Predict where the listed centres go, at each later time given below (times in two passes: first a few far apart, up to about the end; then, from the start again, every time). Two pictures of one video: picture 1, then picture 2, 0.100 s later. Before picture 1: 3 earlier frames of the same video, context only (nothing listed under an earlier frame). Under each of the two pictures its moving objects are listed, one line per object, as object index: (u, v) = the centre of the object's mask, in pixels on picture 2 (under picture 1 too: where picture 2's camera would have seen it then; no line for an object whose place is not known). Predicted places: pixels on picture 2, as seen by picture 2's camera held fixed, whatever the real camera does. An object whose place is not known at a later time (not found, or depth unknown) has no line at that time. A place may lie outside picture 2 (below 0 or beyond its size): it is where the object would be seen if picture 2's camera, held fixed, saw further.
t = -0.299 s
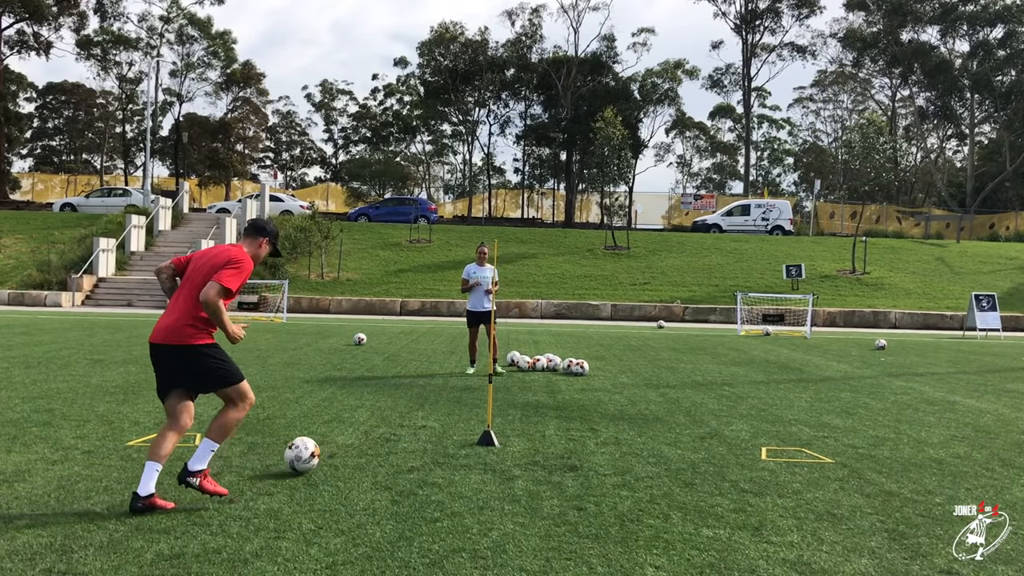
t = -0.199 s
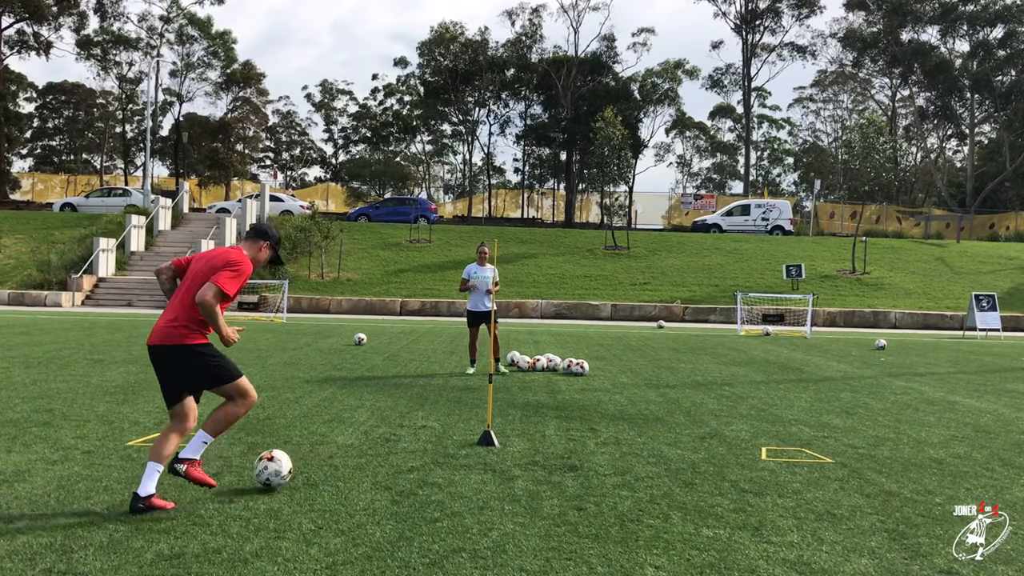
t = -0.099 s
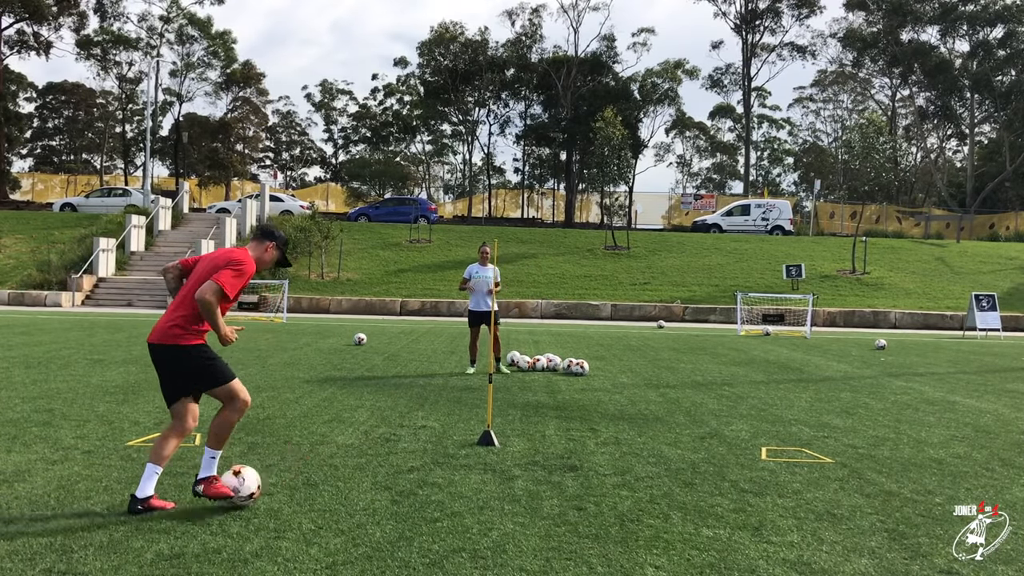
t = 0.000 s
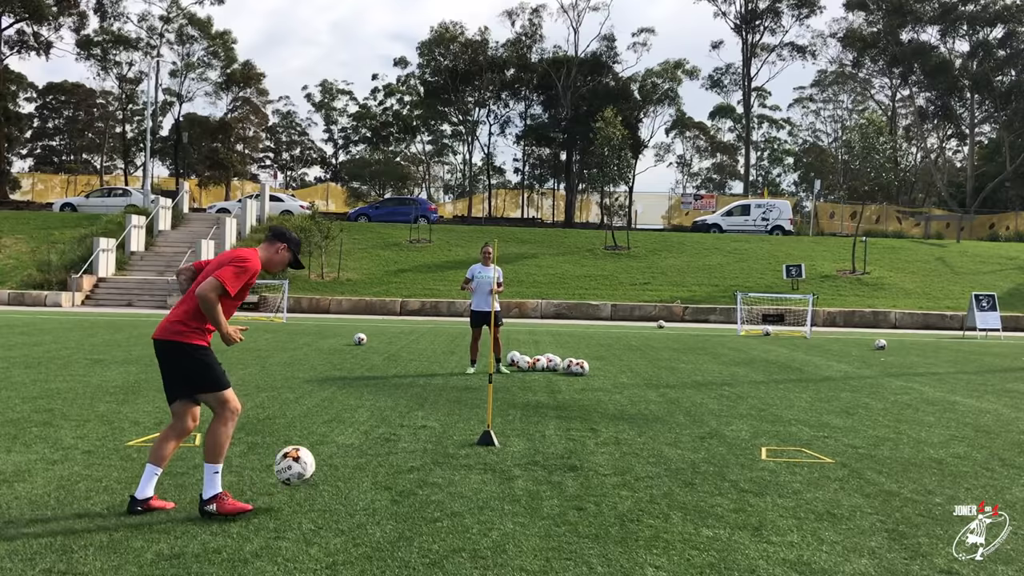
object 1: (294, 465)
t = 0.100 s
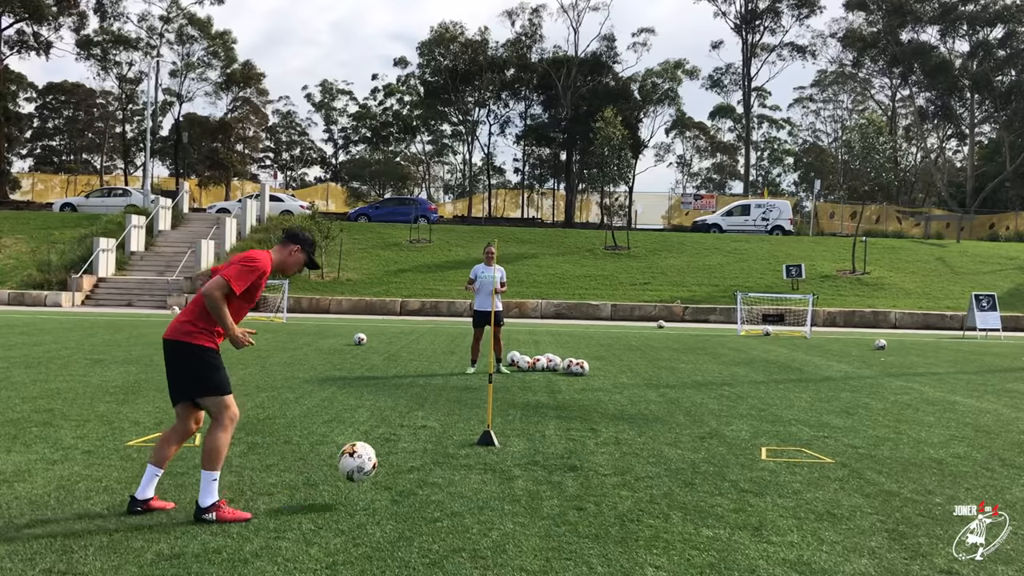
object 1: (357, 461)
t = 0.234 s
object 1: (436, 481)
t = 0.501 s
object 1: (532, 481)
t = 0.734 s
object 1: (607, 487)
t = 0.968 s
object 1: (677, 493)
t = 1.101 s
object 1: (717, 495)
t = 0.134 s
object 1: (378, 464)
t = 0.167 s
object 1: (398, 468)
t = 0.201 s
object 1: (417, 475)
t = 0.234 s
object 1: (436, 481)
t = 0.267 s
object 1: (448, 477)
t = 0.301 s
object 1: (461, 473)
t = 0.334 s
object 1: (473, 472)
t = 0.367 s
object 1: (486, 472)
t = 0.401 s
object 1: (498, 475)
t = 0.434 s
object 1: (510, 479)
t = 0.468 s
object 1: (522, 482)
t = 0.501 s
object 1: (532, 481)
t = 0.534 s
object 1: (543, 481)
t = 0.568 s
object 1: (554, 483)
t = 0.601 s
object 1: (564, 484)
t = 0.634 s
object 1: (575, 483)
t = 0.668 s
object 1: (586, 484)
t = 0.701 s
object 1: (596, 486)
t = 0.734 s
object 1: (607, 487)
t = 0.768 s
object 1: (617, 487)
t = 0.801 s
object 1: (627, 489)
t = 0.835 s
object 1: (637, 488)
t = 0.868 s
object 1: (647, 490)
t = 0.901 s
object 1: (658, 491)
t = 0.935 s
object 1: (667, 492)
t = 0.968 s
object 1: (677, 493)
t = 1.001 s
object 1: (687, 493)
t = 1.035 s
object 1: (697, 494)
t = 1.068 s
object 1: (707, 495)
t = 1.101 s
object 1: (717, 495)
